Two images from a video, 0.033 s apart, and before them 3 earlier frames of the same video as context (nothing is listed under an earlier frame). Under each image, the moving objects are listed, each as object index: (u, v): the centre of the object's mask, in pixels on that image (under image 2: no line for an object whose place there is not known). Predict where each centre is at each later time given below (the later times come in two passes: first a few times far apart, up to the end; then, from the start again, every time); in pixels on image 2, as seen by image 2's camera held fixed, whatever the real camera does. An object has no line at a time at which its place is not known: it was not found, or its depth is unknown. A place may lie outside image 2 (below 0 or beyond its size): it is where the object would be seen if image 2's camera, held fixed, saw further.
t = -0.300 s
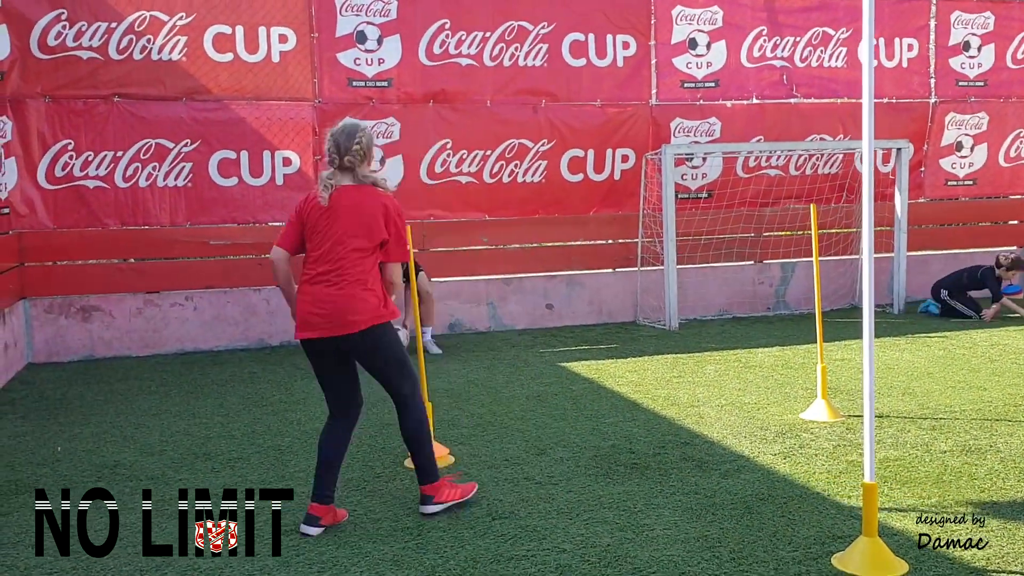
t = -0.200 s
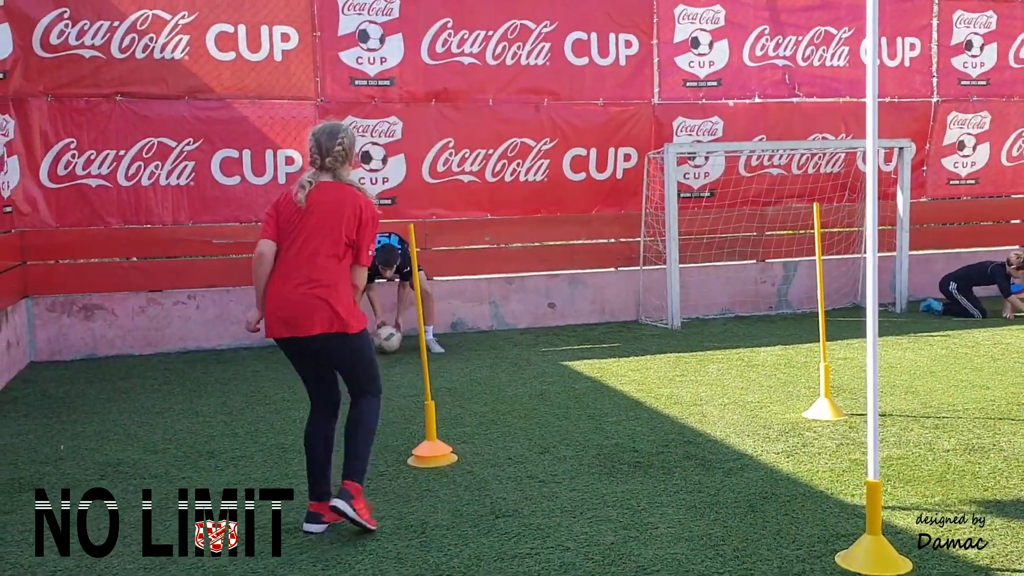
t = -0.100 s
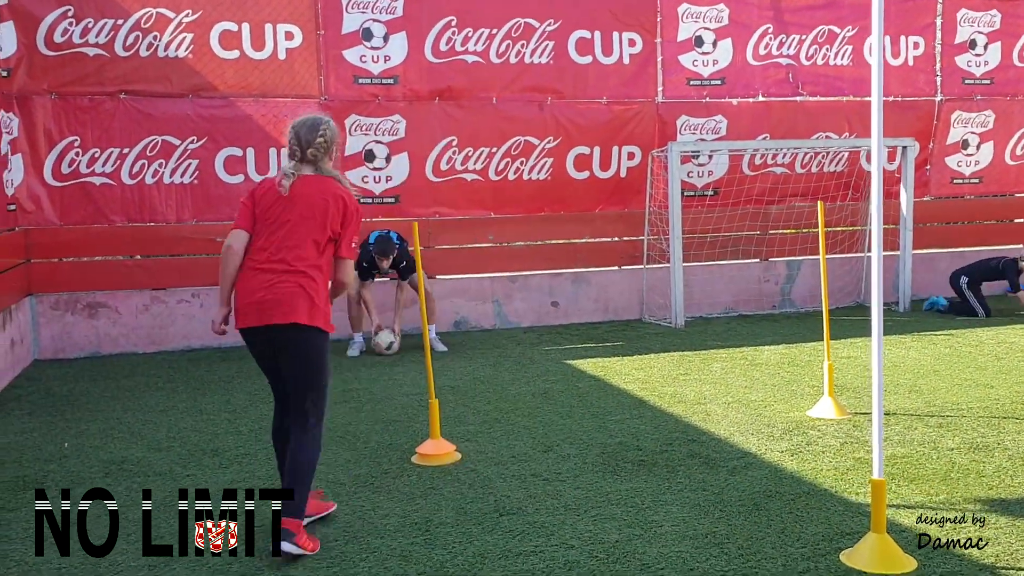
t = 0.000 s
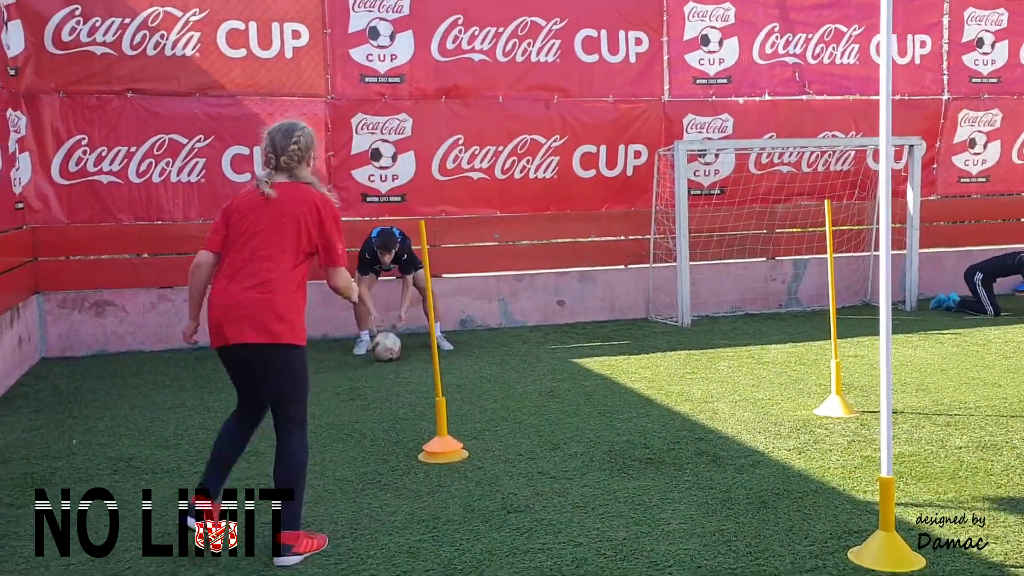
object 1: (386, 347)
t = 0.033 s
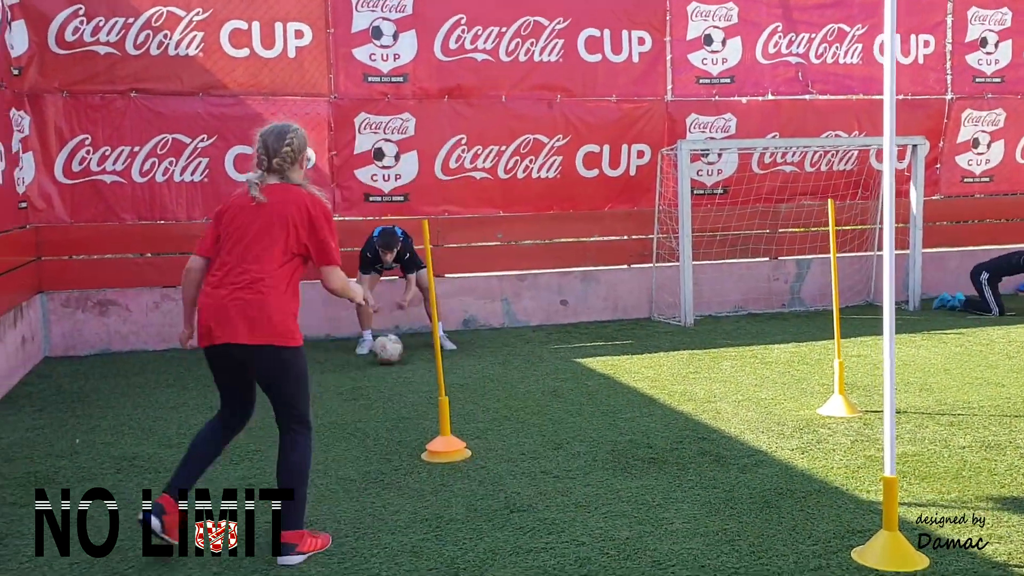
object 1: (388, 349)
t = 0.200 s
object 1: (377, 372)
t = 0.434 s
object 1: (357, 404)
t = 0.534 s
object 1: (346, 423)
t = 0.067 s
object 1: (386, 353)
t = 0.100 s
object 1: (384, 358)
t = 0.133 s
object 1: (382, 362)
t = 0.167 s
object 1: (380, 366)
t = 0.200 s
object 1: (377, 372)
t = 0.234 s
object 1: (375, 376)
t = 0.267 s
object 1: (373, 380)
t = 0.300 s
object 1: (370, 384)
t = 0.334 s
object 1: (367, 390)
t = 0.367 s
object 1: (364, 395)
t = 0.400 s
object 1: (361, 399)
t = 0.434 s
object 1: (357, 404)
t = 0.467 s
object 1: (354, 410)
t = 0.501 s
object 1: (350, 417)
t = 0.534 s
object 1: (346, 423)
